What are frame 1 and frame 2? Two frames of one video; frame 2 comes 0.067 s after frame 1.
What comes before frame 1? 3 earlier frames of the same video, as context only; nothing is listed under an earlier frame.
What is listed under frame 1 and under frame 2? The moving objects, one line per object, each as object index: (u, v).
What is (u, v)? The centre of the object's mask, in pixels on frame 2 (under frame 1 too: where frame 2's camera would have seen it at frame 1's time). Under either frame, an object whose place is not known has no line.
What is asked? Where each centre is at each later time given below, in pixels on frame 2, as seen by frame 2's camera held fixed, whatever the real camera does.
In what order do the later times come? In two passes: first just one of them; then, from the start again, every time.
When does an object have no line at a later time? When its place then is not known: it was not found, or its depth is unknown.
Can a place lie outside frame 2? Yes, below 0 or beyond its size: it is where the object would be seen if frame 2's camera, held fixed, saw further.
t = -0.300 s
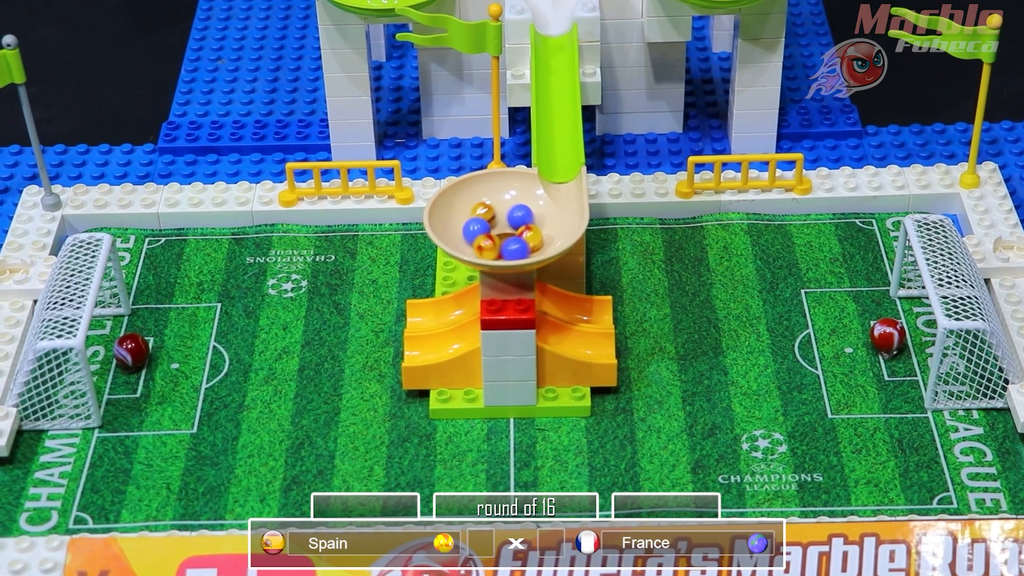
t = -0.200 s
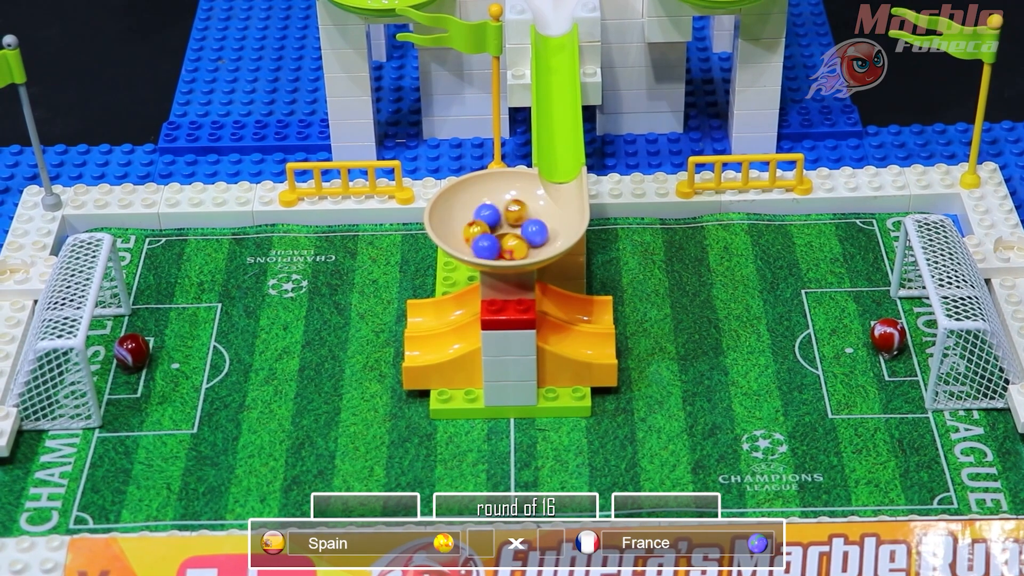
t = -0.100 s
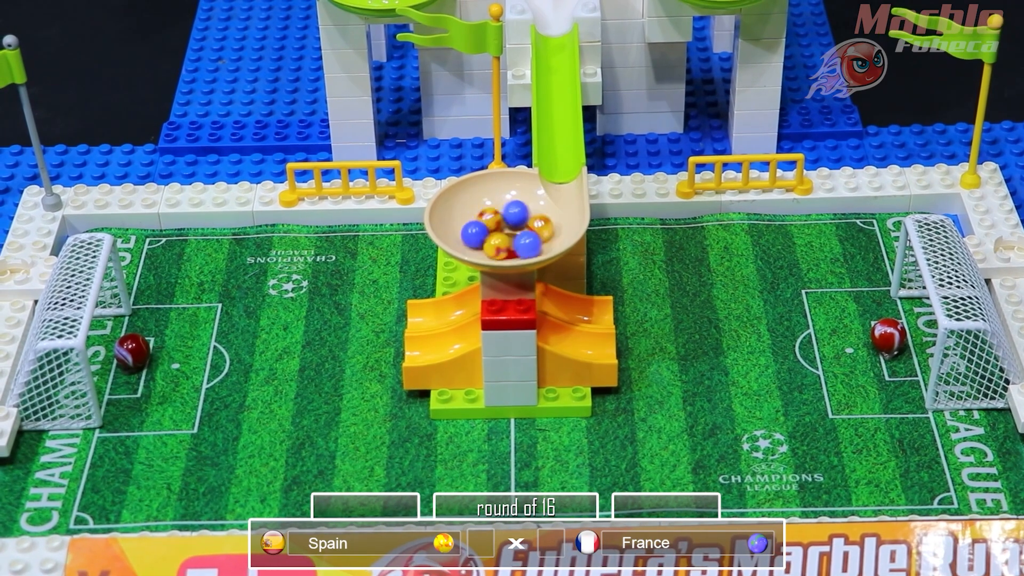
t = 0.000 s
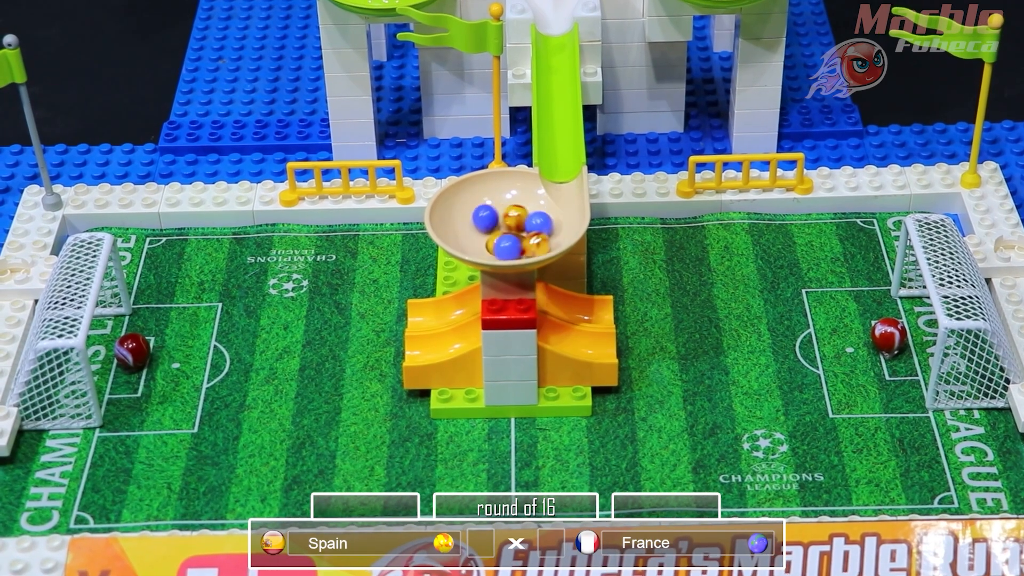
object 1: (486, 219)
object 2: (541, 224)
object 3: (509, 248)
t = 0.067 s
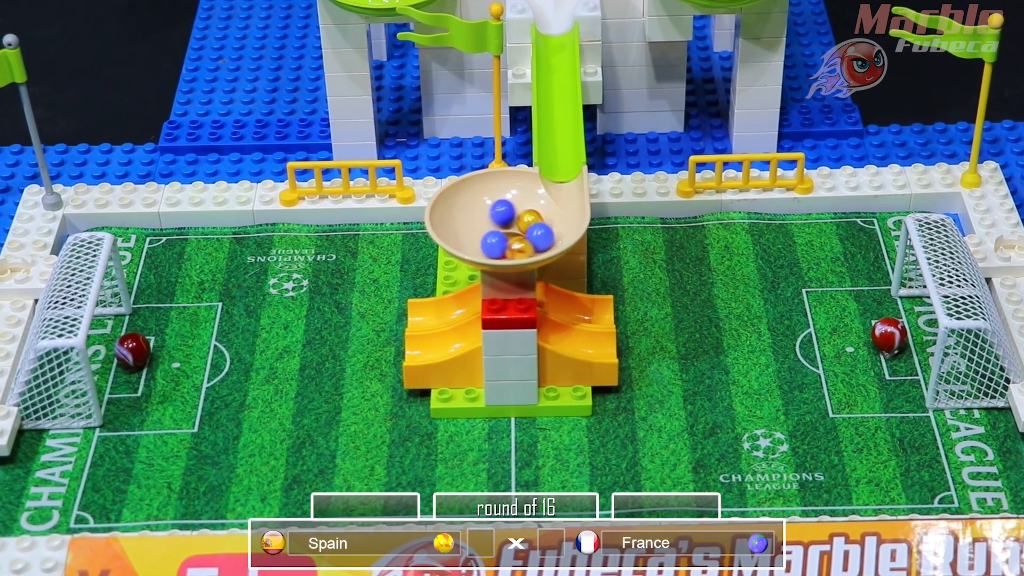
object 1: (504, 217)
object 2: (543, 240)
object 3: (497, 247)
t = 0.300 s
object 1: (536, 239)
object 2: (480, 242)
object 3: (501, 214)
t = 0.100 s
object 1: (513, 217)
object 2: (536, 245)
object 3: (488, 241)
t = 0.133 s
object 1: (521, 216)
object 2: (528, 248)
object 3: (484, 234)
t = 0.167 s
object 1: (529, 217)
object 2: (518, 249)
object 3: (483, 226)
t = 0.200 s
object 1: (536, 221)
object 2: (507, 249)
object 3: (485, 221)
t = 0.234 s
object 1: (540, 227)
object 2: (497, 248)
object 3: (489, 217)
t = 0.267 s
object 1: (539, 234)
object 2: (487, 246)
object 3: (494, 215)
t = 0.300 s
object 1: (536, 239)
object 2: (480, 242)
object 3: (501, 214)
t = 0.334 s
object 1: (530, 243)
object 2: (475, 237)
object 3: (508, 215)
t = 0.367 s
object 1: (522, 246)
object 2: (473, 231)
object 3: (517, 217)
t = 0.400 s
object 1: (515, 247)
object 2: (474, 224)
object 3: (526, 219)
